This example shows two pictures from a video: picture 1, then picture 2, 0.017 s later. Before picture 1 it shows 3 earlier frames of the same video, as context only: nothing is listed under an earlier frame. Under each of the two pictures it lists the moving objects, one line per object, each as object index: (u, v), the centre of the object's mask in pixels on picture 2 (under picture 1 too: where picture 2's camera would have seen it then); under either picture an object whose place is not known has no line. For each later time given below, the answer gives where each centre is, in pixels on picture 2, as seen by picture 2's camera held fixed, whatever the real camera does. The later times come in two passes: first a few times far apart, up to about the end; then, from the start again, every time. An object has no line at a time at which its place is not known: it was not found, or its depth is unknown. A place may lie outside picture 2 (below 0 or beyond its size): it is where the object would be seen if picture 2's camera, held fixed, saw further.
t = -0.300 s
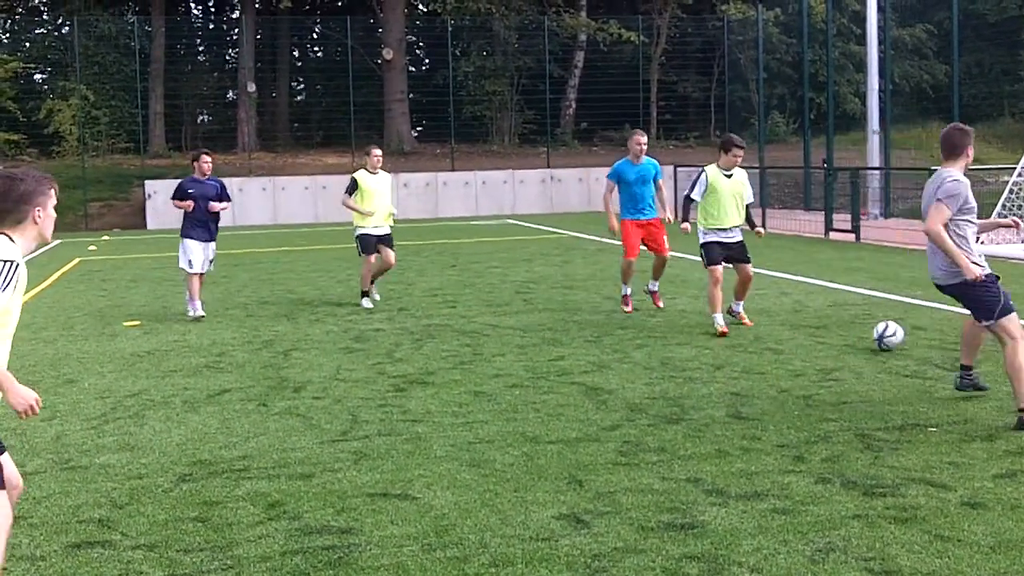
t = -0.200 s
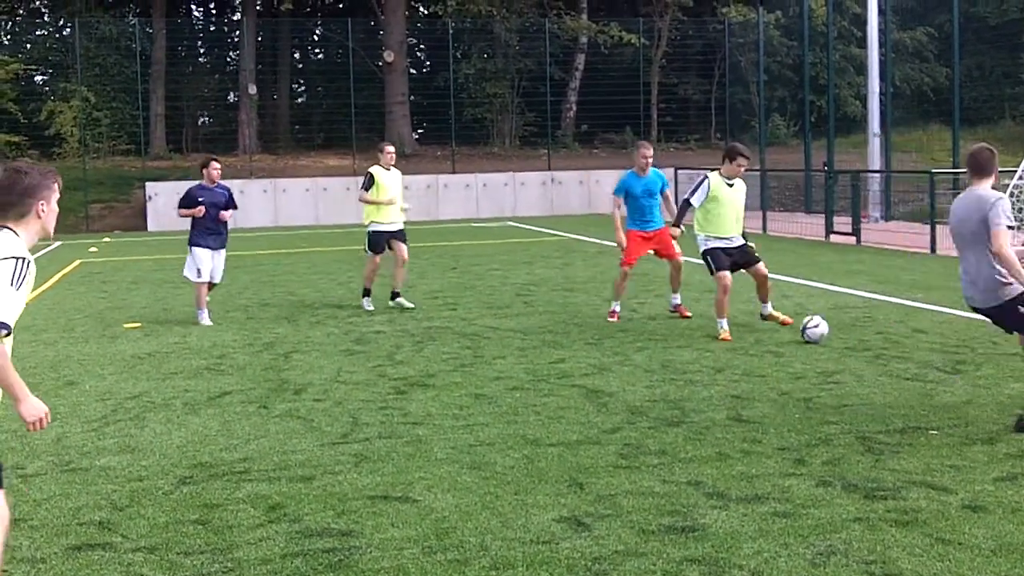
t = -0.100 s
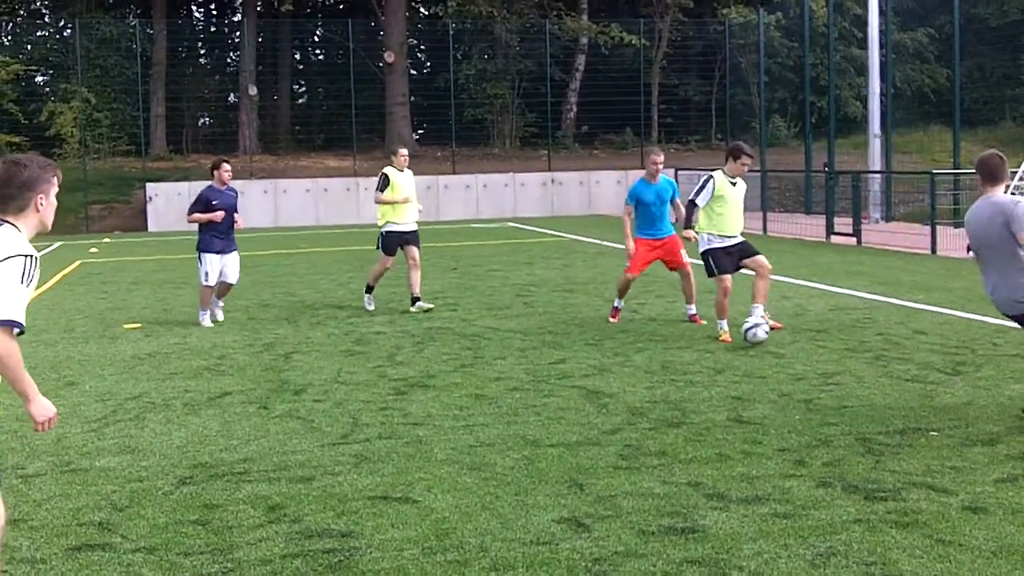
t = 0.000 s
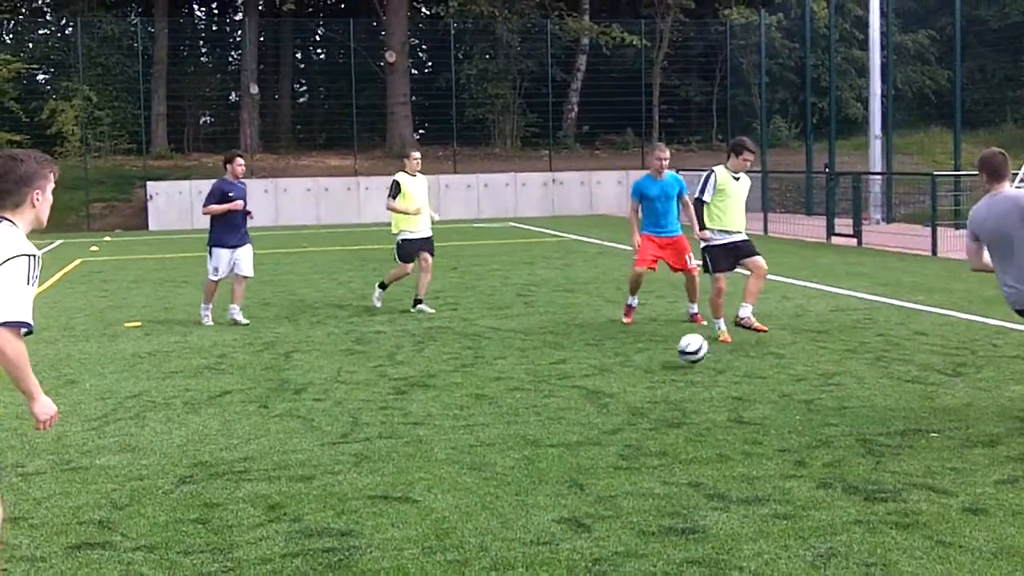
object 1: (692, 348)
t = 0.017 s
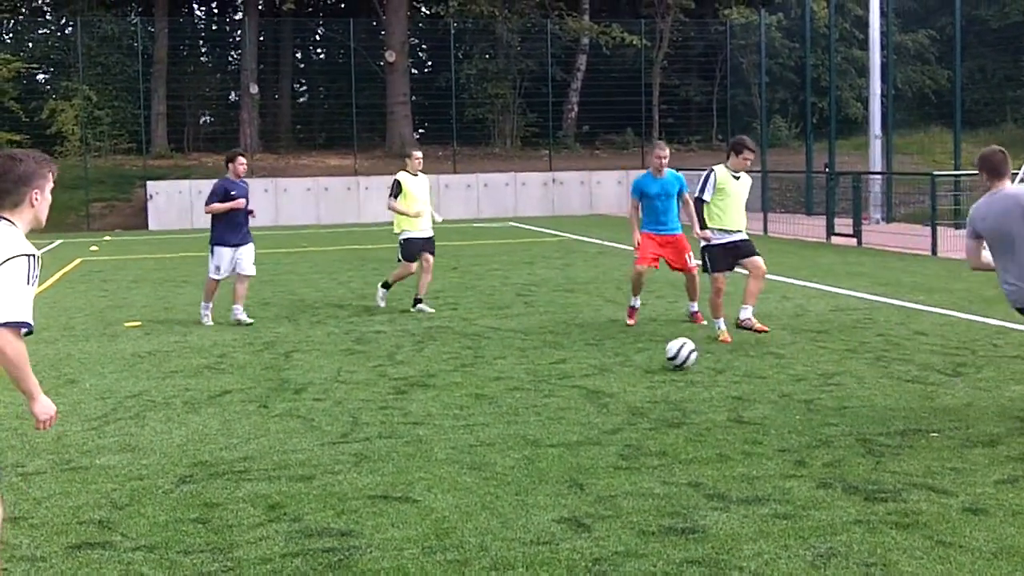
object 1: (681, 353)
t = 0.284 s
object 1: (479, 406)
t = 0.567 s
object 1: (216, 477)
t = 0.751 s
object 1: (10, 525)
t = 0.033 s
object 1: (669, 358)
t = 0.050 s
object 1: (658, 364)
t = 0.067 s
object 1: (646, 366)
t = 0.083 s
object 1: (635, 367)
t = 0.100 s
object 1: (622, 369)
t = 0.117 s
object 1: (610, 372)
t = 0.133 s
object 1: (598, 374)
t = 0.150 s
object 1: (586, 378)
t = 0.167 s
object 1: (573, 381)
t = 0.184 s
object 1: (558, 387)
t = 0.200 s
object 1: (545, 391)
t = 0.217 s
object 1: (531, 397)
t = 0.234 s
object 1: (518, 401)
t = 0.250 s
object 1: (505, 402)
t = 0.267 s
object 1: (491, 404)
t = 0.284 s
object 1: (479, 406)
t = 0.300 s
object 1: (465, 408)
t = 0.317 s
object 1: (452, 412)
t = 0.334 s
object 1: (438, 415)
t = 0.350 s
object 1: (423, 420)
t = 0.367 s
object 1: (408, 424)
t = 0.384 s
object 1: (392, 430)
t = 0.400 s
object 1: (378, 436)
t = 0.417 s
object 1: (363, 438)
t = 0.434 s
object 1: (348, 440)
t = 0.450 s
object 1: (332, 443)
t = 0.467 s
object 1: (316, 446)
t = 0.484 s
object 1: (300, 450)
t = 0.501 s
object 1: (285, 454)
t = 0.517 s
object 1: (268, 458)
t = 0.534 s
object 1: (252, 464)
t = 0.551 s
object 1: (234, 471)
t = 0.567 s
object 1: (216, 477)
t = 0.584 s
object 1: (199, 480)
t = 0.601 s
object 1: (181, 483)
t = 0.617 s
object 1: (162, 486)
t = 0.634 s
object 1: (144, 489)
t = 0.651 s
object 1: (125, 493)
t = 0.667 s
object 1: (106, 499)
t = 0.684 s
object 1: (86, 504)
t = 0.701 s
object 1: (66, 511)
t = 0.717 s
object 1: (45, 517)
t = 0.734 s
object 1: (25, 521)
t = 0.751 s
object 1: (10, 525)
